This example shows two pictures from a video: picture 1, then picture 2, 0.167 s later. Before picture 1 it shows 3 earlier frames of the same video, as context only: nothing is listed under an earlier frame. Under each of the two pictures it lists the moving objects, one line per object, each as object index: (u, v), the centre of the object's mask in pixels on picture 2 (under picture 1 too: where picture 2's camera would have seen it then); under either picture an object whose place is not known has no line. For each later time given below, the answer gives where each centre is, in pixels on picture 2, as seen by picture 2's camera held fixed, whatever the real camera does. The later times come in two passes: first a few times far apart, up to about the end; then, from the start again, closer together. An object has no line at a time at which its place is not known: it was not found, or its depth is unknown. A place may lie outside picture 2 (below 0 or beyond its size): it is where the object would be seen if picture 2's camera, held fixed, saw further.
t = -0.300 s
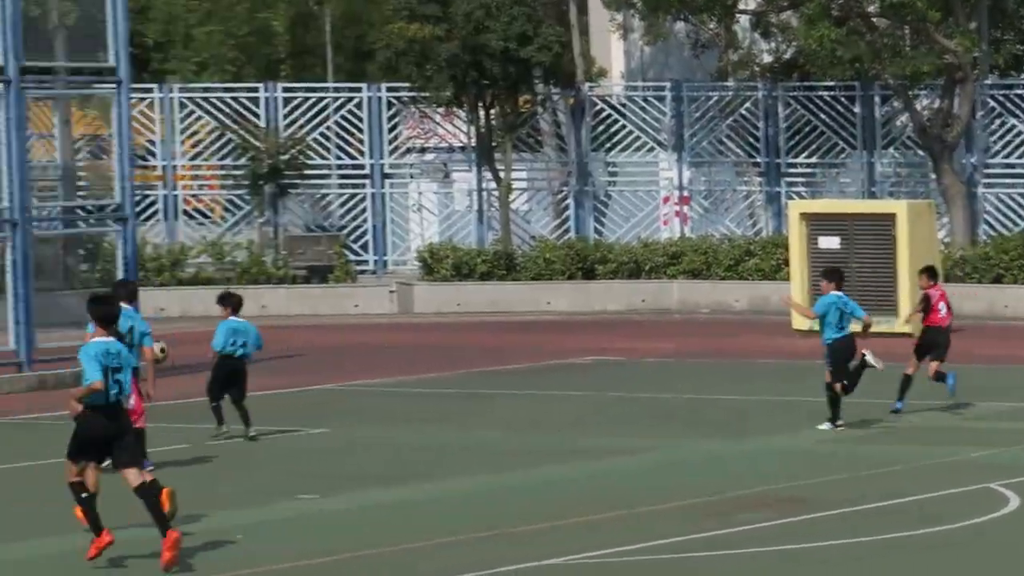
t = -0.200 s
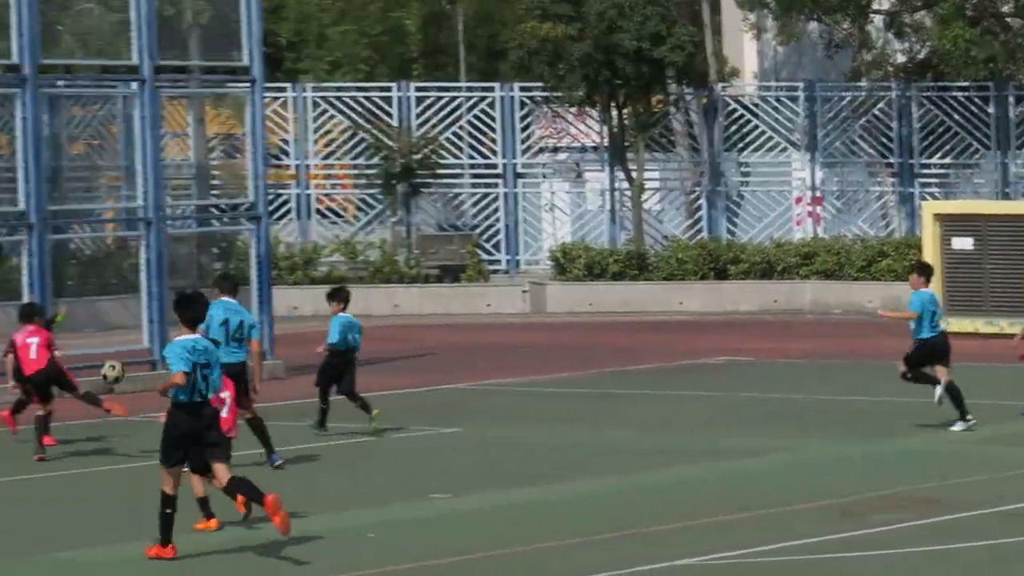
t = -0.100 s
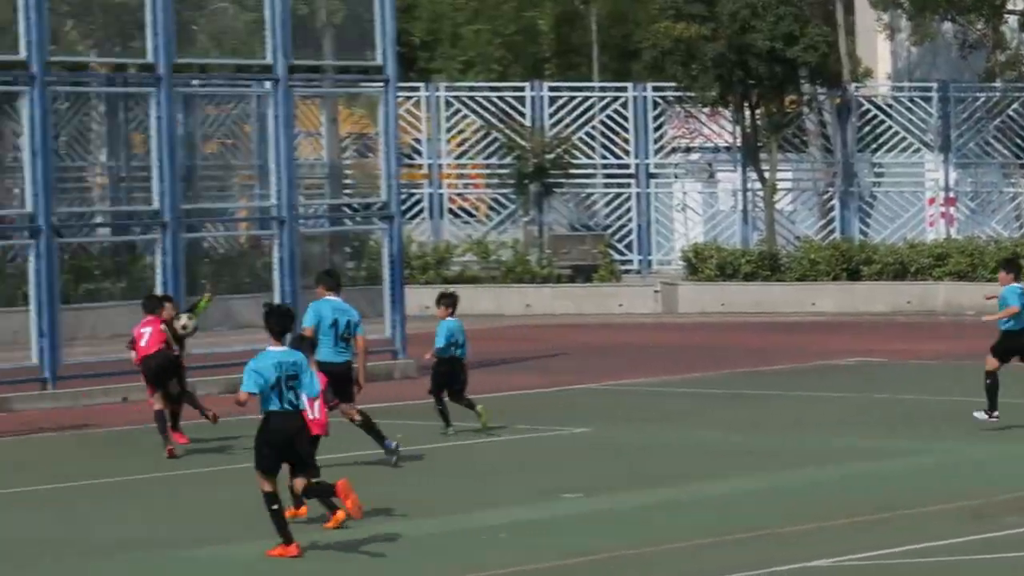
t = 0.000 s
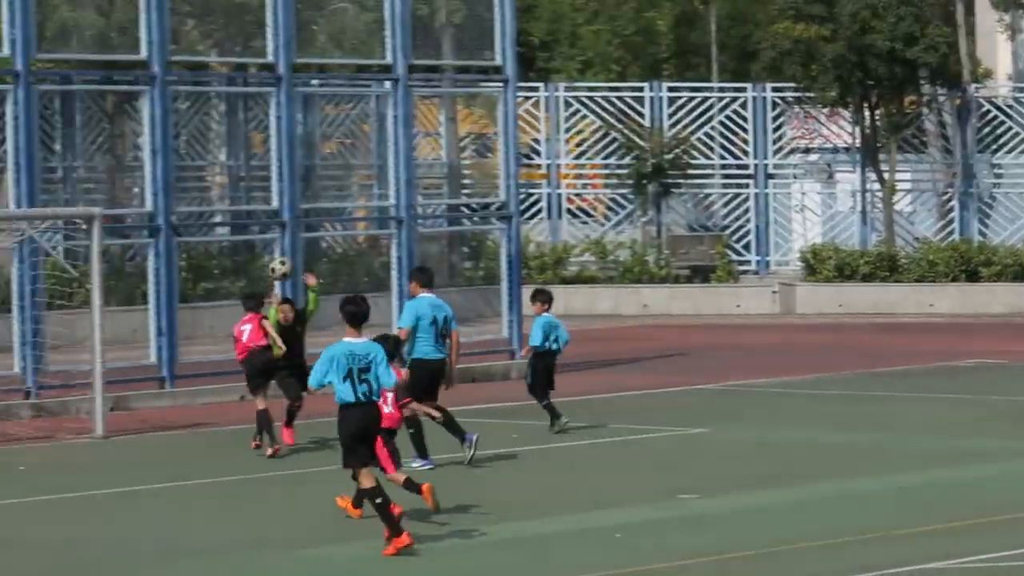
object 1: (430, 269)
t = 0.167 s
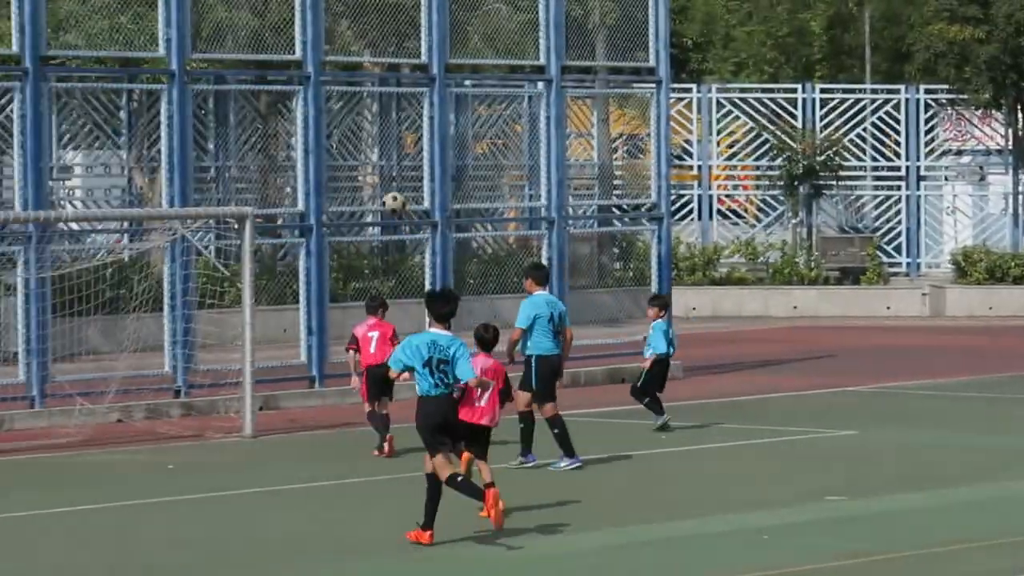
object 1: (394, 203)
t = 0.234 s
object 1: (377, 185)
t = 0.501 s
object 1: (316, 165)
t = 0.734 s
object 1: (262, 216)
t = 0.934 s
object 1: (216, 311)
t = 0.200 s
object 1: (386, 193)
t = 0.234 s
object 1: (377, 185)
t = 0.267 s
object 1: (369, 179)
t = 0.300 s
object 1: (363, 174)
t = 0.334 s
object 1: (356, 169)
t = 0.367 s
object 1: (347, 165)
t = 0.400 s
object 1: (339, 164)
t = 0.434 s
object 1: (332, 163)
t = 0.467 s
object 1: (324, 164)
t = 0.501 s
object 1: (316, 165)
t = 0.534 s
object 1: (308, 169)
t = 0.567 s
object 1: (301, 175)
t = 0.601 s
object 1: (293, 179)
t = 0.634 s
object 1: (285, 186)
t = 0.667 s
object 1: (277, 196)
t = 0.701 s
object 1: (269, 204)
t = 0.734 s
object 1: (262, 216)
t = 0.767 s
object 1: (253, 228)
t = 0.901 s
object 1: (222, 290)
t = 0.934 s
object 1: (216, 311)
